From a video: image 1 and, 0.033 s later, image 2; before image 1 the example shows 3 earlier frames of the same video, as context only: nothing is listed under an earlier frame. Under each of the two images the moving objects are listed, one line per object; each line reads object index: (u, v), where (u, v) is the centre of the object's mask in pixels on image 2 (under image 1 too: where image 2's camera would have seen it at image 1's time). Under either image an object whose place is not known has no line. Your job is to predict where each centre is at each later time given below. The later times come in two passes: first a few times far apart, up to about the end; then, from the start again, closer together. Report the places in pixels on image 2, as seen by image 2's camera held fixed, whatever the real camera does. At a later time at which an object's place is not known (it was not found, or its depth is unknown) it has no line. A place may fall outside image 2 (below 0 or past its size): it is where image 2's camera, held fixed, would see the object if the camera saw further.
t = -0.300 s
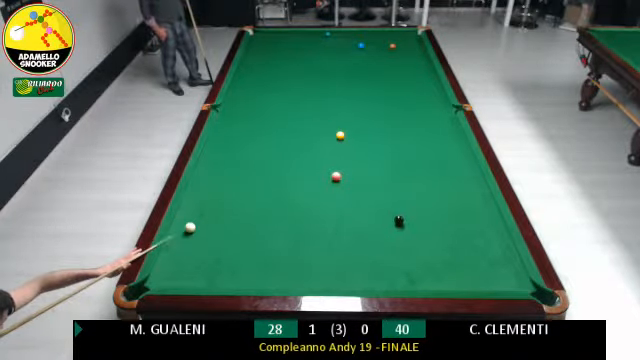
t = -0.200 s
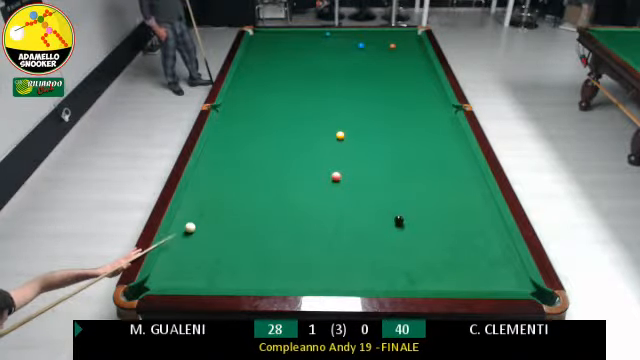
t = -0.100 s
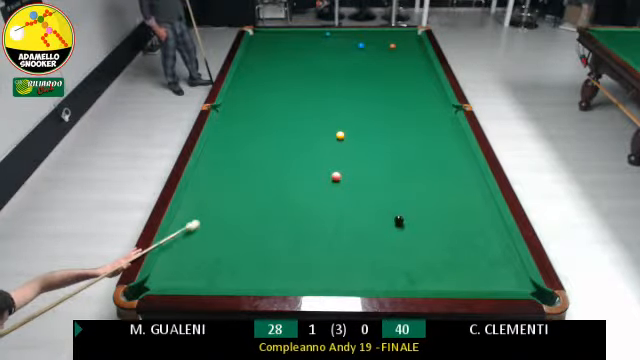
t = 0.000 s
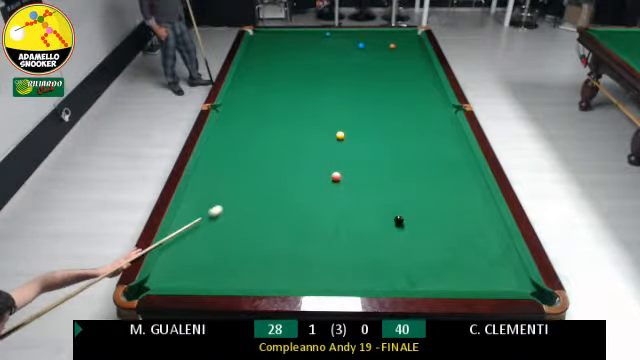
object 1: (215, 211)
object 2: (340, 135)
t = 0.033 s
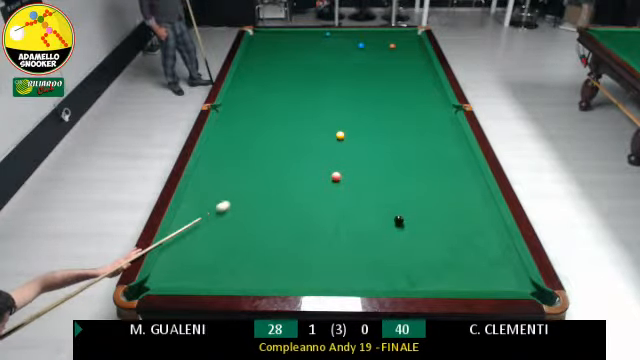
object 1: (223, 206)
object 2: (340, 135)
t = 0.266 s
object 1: (269, 177)
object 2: (340, 135)
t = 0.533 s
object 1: (313, 150)
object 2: (340, 135)
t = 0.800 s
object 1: (331, 132)
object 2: (357, 130)
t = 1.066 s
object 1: (333, 121)
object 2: (386, 121)
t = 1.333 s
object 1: (335, 112)
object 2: (411, 114)
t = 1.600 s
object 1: (336, 103)
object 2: (433, 107)
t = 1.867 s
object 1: (338, 95)
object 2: (441, 101)
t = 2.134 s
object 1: (339, 88)
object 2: (424, 98)
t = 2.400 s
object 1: (340, 82)
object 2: (408, 95)
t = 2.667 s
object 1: (340, 76)
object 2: (395, 92)
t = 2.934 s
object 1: (341, 71)
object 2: (382, 89)
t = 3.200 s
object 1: (342, 67)
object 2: (370, 87)
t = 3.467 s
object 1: (342, 63)
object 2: (359, 85)
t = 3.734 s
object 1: (342, 59)
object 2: (349, 83)
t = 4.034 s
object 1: (342, 56)
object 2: (339, 81)
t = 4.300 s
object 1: (342, 54)
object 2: (331, 79)
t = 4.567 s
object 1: (343, 51)
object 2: (324, 78)
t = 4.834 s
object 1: (342, 49)
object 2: (317, 76)
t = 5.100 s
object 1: (342, 48)
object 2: (311, 75)
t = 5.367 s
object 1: (342, 47)
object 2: (306, 74)
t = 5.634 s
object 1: (342, 45)
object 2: (302, 74)
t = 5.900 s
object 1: (342, 45)
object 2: (299, 73)
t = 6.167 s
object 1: (342, 44)
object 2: (296, 73)
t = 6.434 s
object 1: (342, 44)
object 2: (294, 72)
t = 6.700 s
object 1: (342, 44)
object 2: (292, 72)
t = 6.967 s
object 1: (342, 44)
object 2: (291, 72)
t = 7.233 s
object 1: (342, 44)
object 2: (291, 72)
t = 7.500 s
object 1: (342, 44)
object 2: (291, 72)
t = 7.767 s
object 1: (342, 44)
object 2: (291, 72)
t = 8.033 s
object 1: (342, 44)
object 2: (291, 72)
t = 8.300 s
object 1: (342, 44)
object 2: (291, 72)
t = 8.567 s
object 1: (342, 44)
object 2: (291, 72)
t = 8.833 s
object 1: (342, 44)
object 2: (291, 72)
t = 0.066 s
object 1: (230, 202)
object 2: (340, 135)
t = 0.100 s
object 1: (237, 197)
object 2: (340, 135)
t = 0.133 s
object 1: (244, 193)
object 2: (340, 135)
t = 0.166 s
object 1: (250, 189)
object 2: (340, 135)
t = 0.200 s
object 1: (257, 185)
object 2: (340, 135)
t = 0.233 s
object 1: (263, 181)
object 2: (340, 135)
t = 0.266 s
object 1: (269, 177)
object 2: (340, 135)
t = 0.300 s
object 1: (275, 174)
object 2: (340, 135)
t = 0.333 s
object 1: (281, 170)
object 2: (340, 135)
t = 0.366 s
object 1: (287, 166)
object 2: (340, 135)
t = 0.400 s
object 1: (292, 163)
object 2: (340, 135)
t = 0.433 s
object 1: (297, 159)
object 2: (340, 135)
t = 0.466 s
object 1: (303, 155)
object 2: (340, 135)
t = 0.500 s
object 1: (308, 153)
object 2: (340, 135)
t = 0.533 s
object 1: (313, 150)
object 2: (340, 135)
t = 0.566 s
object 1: (318, 147)
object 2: (340, 135)
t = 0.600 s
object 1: (323, 144)
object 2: (340, 135)
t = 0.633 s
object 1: (328, 141)
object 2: (340, 135)
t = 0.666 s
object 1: (331, 138)
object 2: (340, 135)
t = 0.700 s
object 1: (332, 136)
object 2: (343, 134)
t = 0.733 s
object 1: (332, 135)
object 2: (348, 132)
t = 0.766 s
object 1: (331, 134)
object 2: (353, 131)
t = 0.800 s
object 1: (331, 132)
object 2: (357, 130)
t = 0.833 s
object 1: (331, 131)
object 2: (361, 128)
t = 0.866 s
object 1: (332, 130)
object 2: (365, 127)
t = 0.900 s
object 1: (332, 128)
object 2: (369, 126)
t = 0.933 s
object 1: (332, 126)
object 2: (372, 124)
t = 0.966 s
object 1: (333, 125)
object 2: (375, 124)
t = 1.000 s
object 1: (333, 124)
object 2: (379, 123)
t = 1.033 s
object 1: (333, 123)
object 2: (382, 122)
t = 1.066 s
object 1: (333, 121)
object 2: (386, 121)
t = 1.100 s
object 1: (333, 120)
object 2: (389, 120)
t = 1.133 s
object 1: (334, 119)
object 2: (392, 119)
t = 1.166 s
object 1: (334, 117)
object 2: (395, 118)
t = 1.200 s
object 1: (334, 116)
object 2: (398, 117)
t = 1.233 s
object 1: (334, 115)
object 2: (401, 116)
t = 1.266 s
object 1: (334, 114)
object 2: (404, 116)
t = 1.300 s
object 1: (335, 113)
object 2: (407, 115)
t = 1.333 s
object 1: (335, 112)
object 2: (411, 114)
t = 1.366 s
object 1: (335, 110)
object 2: (414, 113)
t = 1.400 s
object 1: (335, 109)
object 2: (416, 112)
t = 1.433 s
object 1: (335, 108)
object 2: (420, 111)
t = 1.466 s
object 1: (336, 107)
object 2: (422, 110)
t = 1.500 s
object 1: (336, 106)
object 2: (425, 109)
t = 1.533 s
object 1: (336, 105)
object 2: (428, 108)
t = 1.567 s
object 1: (336, 104)
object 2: (431, 108)
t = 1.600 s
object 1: (336, 103)
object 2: (433, 107)
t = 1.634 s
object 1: (337, 102)
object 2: (436, 106)
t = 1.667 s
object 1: (337, 101)
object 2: (439, 105)
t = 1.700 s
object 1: (337, 100)
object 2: (442, 104)
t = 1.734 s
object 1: (337, 99)
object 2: (444, 104)
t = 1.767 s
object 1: (337, 98)
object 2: (447, 103)
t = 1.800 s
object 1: (337, 97)
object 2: (446, 102)
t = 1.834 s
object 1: (338, 96)
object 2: (443, 102)
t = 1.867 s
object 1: (338, 95)
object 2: (441, 101)
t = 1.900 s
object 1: (338, 94)
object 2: (438, 101)
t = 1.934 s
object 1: (338, 93)
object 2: (436, 100)
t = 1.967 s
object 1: (338, 92)
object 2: (434, 100)
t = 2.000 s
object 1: (338, 91)
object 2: (432, 100)
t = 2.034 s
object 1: (339, 90)
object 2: (430, 100)
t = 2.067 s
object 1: (339, 90)
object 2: (429, 99)
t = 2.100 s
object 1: (339, 89)
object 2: (426, 99)
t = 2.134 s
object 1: (339, 88)
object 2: (424, 98)
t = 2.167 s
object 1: (339, 87)
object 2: (422, 98)
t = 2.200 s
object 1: (339, 86)
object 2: (420, 97)
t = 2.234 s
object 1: (339, 86)
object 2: (418, 97)
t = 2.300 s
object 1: (340, 84)
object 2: (414, 96)
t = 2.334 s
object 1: (339, 83)
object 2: (412, 95)
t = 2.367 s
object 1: (340, 83)
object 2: (410, 95)
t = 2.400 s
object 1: (340, 82)
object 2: (408, 95)
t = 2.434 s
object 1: (340, 81)
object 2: (407, 94)
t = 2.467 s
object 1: (340, 80)
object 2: (405, 94)
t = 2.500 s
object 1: (340, 80)
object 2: (403, 94)
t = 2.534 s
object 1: (340, 79)
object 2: (401, 93)
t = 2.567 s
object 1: (340, 79)
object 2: (400, 93)
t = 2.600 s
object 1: (340, 78)
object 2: (398, 93)
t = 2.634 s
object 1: (340, 77)
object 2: (396, 92)
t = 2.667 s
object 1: (340, 76)
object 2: (395, 92)
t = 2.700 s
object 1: (341, 76)
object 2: (393, 92)
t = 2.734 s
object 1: (341, 75)
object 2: (391, 91)
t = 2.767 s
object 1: (341, 74)
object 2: (390, 91)
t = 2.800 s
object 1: (341, 74)
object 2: (388, 91)
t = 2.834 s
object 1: (341, 73)
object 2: (387, 90)
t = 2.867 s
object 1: (341, 72)
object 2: (385, 90)
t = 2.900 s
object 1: (341, 72)
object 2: (384, 89)
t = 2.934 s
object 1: (341, 71)
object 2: (382, 89)
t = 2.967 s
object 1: (341, 70)
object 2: (380, 89)
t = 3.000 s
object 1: (341, 70)
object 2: (379, 89)
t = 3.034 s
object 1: (341, 69)
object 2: (377, 88)
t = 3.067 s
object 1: (341, 69)
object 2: (376, 88)
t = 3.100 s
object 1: (341, 68)
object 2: (374, 88)
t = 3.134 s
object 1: (341, 68)
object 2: (372, 87)
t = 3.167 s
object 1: (342, 67)
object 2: (371, 87)
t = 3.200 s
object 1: (342, 67)
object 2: (370, 87)
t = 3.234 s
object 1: (342, 67)
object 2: (368, 86)
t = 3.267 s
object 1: (342, 66)
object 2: (367, 86)
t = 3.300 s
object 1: (342, 66)
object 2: (365, 86)
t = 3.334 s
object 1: (342, 65)
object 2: (364, 86)
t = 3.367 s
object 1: (342, 64)
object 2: (363, 86)
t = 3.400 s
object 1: (342, 64)
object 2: (362, 85)
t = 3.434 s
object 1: (342, 64)
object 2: (360, 85)
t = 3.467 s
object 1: (342, 63)
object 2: (359, 85)
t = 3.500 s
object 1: (342, 63)
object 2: (358, 84)
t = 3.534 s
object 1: (342, 62)
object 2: (356, 84)
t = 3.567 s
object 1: (342, 62)
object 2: (355, 84)
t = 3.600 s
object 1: (342, 61)
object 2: (354, 84)
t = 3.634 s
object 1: (342, 60)
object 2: (352, 83)
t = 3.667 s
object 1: (342, 60)
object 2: (352, 83)
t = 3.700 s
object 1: (342, 60)
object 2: (350, 83)
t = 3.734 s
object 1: (342, 59)
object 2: (349, 83)
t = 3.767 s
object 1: (342, 59)
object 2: (348, 83)
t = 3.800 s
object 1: (342, 59)
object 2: (347, 82)
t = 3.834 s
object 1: (342, 59)
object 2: (345, 82)
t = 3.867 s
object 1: (342, 59)
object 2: (344, 82)
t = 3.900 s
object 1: (342, 57)
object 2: (343, 82)
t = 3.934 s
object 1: (342, 57)
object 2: (342, 82)
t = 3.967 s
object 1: (342, 56)
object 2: (341, 81)
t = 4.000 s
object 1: (342, 56)
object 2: (340, 81)
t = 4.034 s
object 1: (342, 56)
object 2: (339, 81)
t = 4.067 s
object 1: (342, 56)
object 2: (338, 81)
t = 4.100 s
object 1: (342, 56)
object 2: (337, 80)
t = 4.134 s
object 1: (342, 55)
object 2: (336, 80)
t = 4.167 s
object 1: (342, 55)
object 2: (335, 80)
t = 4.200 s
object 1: (342, 55)
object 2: (334, 80)
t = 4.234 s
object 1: (342, 54)
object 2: (333, 80)
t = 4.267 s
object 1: (343, 54)
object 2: (332, 79)
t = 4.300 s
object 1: (342, 54)
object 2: (331, 79)
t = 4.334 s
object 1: (342, 54)
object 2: (330, 79)
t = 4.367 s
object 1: (342, 54)
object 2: (329, 79)
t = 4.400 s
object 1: (343, 52)
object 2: (328, 79)
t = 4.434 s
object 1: (342, 53)
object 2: (327, 78)
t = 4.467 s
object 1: (342, 53)
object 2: (326, 78)
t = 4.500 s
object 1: (343, 52)
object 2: (325, 78)
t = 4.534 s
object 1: (343, 52)
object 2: (324, 78)
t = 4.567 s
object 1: (343, 51)
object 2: (324, 78)
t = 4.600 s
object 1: (343, 51)
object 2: (323, 77)
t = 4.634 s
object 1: (343, 51)
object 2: (322, 77)
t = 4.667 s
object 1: (343, 51)
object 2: (321, 77)
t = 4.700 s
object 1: (342, 50)
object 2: (320, 77)
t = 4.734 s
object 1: (342, 50)
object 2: (320, 77)
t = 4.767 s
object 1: (342, 50)
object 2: (319, 77)
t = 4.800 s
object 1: (342, 50)
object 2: (318, 76)
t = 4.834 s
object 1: (342, 49)
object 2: (317, 76)
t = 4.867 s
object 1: (342, 49)
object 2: (317, 76)
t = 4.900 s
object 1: (342, 49)
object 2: (316, 76)
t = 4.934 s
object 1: (342, 49)
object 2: (315, 76)
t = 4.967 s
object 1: (342, 49)
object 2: (314, 76)
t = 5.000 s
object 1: (342, 48)
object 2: (314, 76)
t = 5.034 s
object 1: (342, 48)
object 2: (313, 75)
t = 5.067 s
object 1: (342, 48)
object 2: (312, 75)
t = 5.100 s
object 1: (342, 48)
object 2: (311, 75)
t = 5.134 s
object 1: (342, 47)
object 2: (311, 75)
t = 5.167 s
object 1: (342, 47)
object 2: (310, 75)
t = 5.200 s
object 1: (342, 47)
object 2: (309, 75)
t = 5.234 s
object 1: (342, 47)
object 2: (309, 75)
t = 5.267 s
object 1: (342, 47)
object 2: (308, 75)
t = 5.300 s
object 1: (342, 47)
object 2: (308, 75)
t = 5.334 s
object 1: (342, 47)
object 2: (307, 74)
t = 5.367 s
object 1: (342, 47)
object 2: (306, 74)
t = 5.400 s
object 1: (342, 46)
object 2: (306, 74)
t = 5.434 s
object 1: (342, 46)
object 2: (305, 74)
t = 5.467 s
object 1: (342, 46)
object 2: (305, 74)
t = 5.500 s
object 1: (342, 46)
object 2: (304, 74)
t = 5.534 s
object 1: (342, 46)
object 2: (304, 74)
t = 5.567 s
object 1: (342, 46)
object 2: (303, 74)
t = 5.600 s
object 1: (342, 45)
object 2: (302, 74)
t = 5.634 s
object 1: (342, 45)
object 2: (302, 74)
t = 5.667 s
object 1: (342, 45)
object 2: (302, 74)
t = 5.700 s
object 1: (342, 45)
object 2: (301, 73)
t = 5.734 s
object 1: (342, 45)
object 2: (301, 73)
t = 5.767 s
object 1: (342, 45)
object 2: (300, 73)
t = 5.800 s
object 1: (342, 45)
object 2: (300, 73)
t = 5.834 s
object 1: (342, 45)
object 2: (299, 73)
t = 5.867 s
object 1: (342, 45)
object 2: (299, 73)
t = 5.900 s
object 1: (342, 45)
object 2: (299, 73)
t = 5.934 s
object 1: (342, 45)
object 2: (298, 73)
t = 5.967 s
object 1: (342, 45)
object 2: (298, 73)
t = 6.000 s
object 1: (342, 44)
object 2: (298, 73)
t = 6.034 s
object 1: (342, 44)
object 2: (297, 73)
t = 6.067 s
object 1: (342, 44)
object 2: (297, 73)
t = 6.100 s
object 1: (342, 44)
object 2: (296, 73)
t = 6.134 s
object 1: (342, 44)
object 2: (296, 73)
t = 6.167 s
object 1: (342, 44)
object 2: (296, 73)
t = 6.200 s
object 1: (342, 44)
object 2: (296, 73)
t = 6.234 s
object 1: (342, 44)
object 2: (296, 73)
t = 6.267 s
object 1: (342, 44)
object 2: (295, 72)
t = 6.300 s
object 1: (342, 44)
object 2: (295, 73)
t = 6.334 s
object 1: (342, 44)
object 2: (294, 73)
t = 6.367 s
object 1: (342, 44)
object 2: (294, 73)
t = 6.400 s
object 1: (342, 44)
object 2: (294, 72)
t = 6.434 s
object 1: (342, 44)
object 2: (294, 72)
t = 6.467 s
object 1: (342, 44)
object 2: (293, 72)
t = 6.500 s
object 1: (342, 44)
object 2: (293, 72)
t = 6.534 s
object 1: (342, 44)
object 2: (293, 72)
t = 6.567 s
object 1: (342, 44)
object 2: (293, 72)
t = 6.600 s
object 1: (342, 44)
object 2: (293, 72)
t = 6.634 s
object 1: (342, 44)
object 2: (292, 72)
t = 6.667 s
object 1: (342, 44)
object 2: (292, 72)
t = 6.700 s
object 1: (342, 44)
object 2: (292, 72)
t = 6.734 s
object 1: (342, 44)
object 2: (292, 72)
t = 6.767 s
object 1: (342, 44)
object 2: (292, 72)
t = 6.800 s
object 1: (342, 44)
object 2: (292, 72)
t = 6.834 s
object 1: (342, 44)
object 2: (292, 72)
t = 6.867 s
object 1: (342, 44)
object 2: (292, 72)
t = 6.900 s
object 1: (342, 44)
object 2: (292, 72)
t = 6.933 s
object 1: (342, 44)
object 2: (292, 72)
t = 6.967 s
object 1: (342, 44)
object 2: (291, 72)
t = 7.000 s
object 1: (342, 44)
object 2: (291, 72)
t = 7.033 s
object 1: (342, 44)
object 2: (291, 72)
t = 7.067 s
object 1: (342, 44)
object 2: (291, 72)
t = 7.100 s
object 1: (342, 44)
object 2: (291, 72)
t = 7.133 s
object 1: (342, 44)
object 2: (291, 72)
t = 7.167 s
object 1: (342, 44)
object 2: (291, 72)
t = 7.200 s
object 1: (342, 44)
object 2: (291, 72)
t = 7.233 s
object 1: (342, 44)
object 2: (291, 72)
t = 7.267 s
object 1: (342, 44)
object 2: (291, 72)
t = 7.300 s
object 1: (342, 44)
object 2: (291, 72)
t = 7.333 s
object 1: (342, 44)
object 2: (291, 72)
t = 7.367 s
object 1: (342, 44)
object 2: (291, 72)
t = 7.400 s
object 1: (342, 44)
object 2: (291, 72)
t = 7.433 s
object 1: (342, 44)
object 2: (291, 72)
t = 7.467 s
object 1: (342, 44)
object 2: (291, 72)
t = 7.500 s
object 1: (342, 44)
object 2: (291, 72)
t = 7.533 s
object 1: (342, 44)
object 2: (291, 72)
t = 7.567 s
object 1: (342, 44)
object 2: (291, 72)
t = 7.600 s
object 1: (342, 44)
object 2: (291, 72)
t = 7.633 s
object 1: (342, 44)
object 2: (291, 72)
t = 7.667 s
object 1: (342, 44)
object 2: (291, 72)
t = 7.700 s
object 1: (342, 44)
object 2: (291, 72)
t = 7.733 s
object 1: (342, 44)
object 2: (291, 72)
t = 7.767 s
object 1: (342, 44)
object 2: (291, 72)
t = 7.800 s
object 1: (342, 44)
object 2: (291, 72)
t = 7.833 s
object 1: (342, 44)
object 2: (291, 72)
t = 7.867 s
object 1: (342, 44)
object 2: (291, 72)
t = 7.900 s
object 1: (342, 44)
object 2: (291, 72)
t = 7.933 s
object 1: (342, 44)
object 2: (291, 72)
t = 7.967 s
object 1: (342, 44)
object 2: (291, 72)
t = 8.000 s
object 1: (342, 44)
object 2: (291, 72)
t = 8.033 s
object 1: (342, 44)
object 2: (291, 72)
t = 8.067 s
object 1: (342, 44)
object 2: (291, 72)
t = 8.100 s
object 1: (342, 44)
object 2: (291, 72)
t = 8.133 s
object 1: (342, 44)
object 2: (291, 72)
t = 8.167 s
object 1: (342, 44)
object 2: (291, 72)
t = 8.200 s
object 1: (342, 44)
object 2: (291, 72)
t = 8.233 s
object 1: (342, 44)
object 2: (291, 72)
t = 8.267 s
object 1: (342, 44)
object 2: (291, 72)
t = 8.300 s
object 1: (342, 44)
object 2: (291, 72)
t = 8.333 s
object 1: (342, 44)
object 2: (291, 72)
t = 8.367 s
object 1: (342, 44)
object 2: (291, 72)
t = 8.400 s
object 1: (342, 44)
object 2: (291, 72)
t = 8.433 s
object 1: (342, 44)
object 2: (291, 72)
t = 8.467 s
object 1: (342, 44)
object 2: (291, 72)
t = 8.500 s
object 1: (342, 44)
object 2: (291, 72)
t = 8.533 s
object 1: (342, 44)
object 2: (291, 72)
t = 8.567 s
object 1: (342, 44)
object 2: (291, 72)
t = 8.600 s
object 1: (342, 44)
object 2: (291, 72)
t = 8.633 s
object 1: (342, 44)
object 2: (291, 72)
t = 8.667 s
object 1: (342, 44)
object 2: (291, 72)
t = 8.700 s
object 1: (342, 44)
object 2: (291, 72)
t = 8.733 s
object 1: (342, 44)
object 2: (291, 72)
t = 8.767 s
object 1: (342, 44)
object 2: (291, 72)
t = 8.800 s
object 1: (342, 44)
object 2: (291, 72)
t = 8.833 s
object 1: (342, 44)
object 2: (291, 72)
